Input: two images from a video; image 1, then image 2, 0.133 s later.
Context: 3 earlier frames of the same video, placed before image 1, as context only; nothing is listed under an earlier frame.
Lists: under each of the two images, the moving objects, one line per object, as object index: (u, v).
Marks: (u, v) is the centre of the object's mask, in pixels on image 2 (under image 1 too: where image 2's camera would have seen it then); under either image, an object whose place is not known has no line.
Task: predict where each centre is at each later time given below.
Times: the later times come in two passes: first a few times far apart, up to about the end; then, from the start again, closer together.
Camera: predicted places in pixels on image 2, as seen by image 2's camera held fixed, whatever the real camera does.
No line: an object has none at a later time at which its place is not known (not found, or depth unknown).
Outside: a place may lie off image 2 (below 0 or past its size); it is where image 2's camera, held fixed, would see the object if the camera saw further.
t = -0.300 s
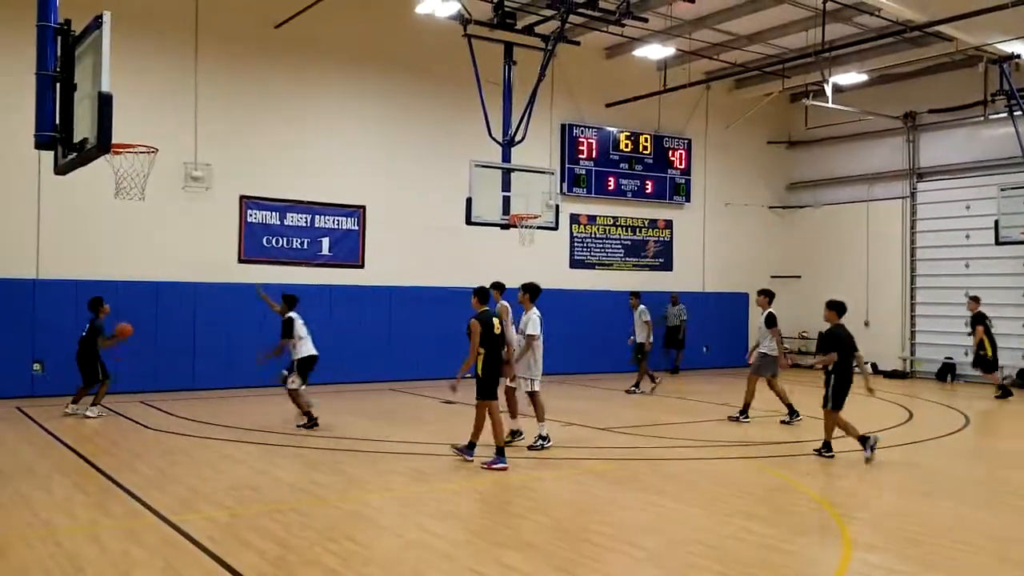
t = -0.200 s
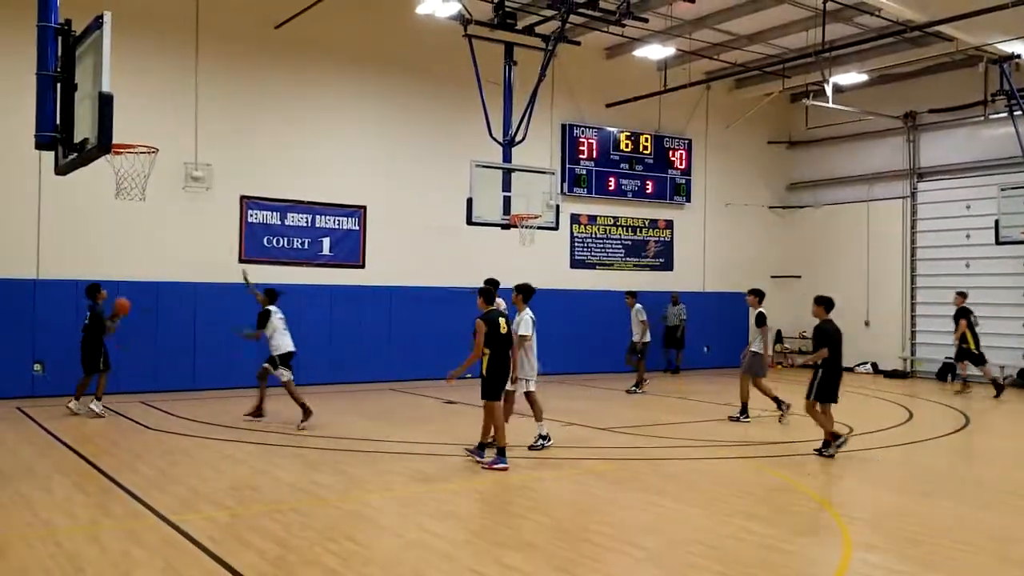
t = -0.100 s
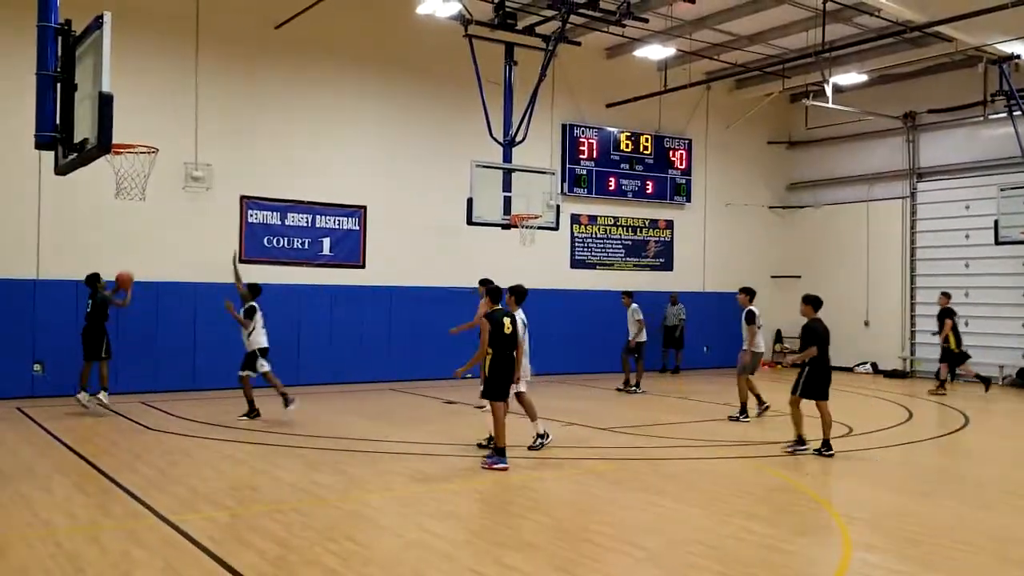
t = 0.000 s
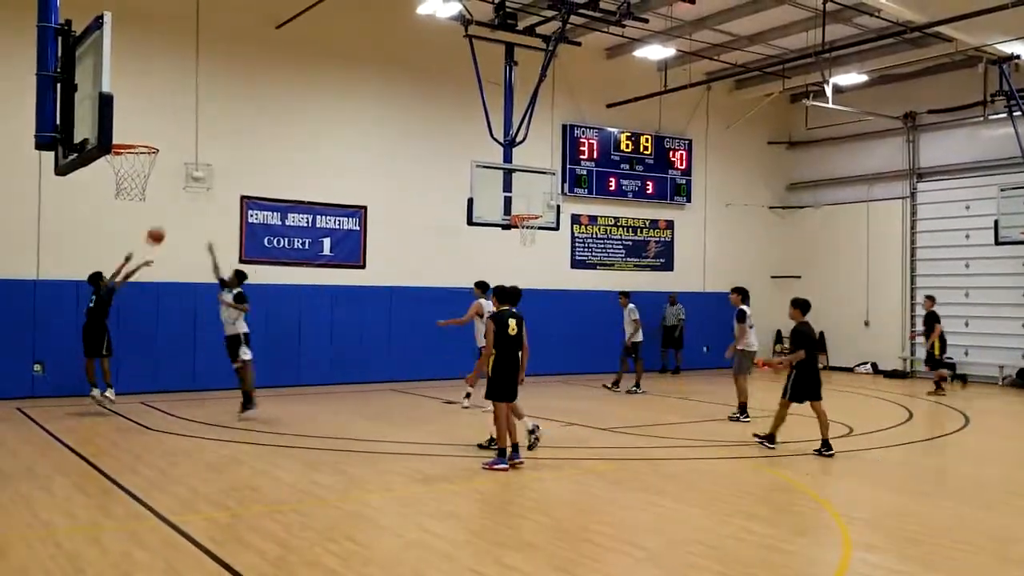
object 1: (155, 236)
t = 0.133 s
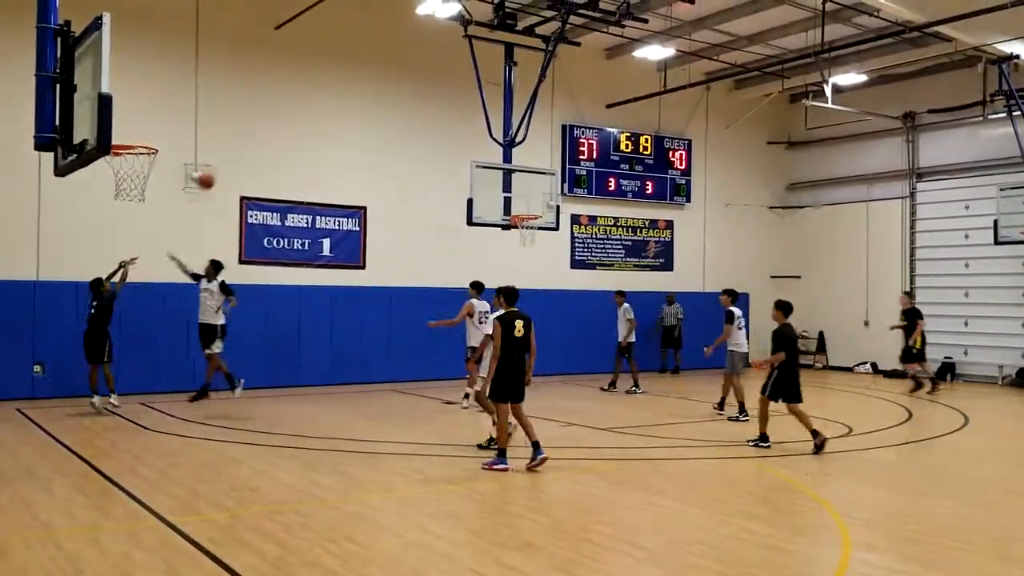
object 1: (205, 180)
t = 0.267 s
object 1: (252, 139)
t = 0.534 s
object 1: (337, 96)
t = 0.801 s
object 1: (413, 99)
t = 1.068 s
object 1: (483, 144)
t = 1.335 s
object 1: (536, 205)
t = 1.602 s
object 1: (530, 158)
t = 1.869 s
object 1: (525, 149)
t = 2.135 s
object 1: (517, 180)
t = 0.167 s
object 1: (217, 169)
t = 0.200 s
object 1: (229, 159)
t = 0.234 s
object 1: (241, 148)
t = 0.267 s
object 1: (252, 139)
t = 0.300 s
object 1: (263, 131)
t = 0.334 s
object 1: (274, 124)
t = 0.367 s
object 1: (285, 117)
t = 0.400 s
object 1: (296, 111)
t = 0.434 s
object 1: (306, 106)
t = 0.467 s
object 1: (317, 103)
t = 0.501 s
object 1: (327, 99)
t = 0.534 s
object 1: (337, 96)
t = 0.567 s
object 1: (347, 94)
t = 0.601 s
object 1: (357, 93)
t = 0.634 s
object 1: (367, 92)
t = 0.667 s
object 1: (376, 92)
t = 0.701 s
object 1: (386, 93)
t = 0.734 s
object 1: (396, 94)
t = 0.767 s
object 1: (405, 96)
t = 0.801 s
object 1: (413, 99)
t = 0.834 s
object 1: (423, 102)
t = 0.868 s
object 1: (432, 106)
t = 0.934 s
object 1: (449, 116)
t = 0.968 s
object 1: (457, 123)
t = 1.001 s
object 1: (465, 129)
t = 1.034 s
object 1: (474, 136)
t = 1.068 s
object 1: (483, 144)
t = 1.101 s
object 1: (490, 151)
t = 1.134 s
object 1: (498, 160)
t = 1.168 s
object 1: (505, 169)
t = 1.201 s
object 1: (514, 178)
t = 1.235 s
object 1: (521, 189)
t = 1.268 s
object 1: (529, 199)
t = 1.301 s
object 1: (536, 210)
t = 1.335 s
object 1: (536, 205)
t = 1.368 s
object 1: (536, 198)
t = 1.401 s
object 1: (535, 190)
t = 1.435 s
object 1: (534, 183)
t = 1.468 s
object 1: (533, 177)
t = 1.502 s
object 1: (532, 171)
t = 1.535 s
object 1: (532, 166)
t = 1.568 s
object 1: (531, 162)
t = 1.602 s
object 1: (530, 158)
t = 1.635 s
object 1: (529, 155)
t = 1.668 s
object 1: (528, 152)
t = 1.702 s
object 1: (528, 150)
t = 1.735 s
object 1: (527, 149)
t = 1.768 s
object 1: (526, 148)
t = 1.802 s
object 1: (526, 148)
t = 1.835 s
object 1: (525, 148)
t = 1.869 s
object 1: (525, 149)
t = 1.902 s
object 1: (524, 151)
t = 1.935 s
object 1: (523, 153)
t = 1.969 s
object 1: (522, 156)
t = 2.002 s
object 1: (521, 159)
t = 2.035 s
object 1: (520, 164)
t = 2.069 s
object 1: (520, 168)
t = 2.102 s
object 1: (518, 174)
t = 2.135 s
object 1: (517, 180)
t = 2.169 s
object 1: (516, 188)
